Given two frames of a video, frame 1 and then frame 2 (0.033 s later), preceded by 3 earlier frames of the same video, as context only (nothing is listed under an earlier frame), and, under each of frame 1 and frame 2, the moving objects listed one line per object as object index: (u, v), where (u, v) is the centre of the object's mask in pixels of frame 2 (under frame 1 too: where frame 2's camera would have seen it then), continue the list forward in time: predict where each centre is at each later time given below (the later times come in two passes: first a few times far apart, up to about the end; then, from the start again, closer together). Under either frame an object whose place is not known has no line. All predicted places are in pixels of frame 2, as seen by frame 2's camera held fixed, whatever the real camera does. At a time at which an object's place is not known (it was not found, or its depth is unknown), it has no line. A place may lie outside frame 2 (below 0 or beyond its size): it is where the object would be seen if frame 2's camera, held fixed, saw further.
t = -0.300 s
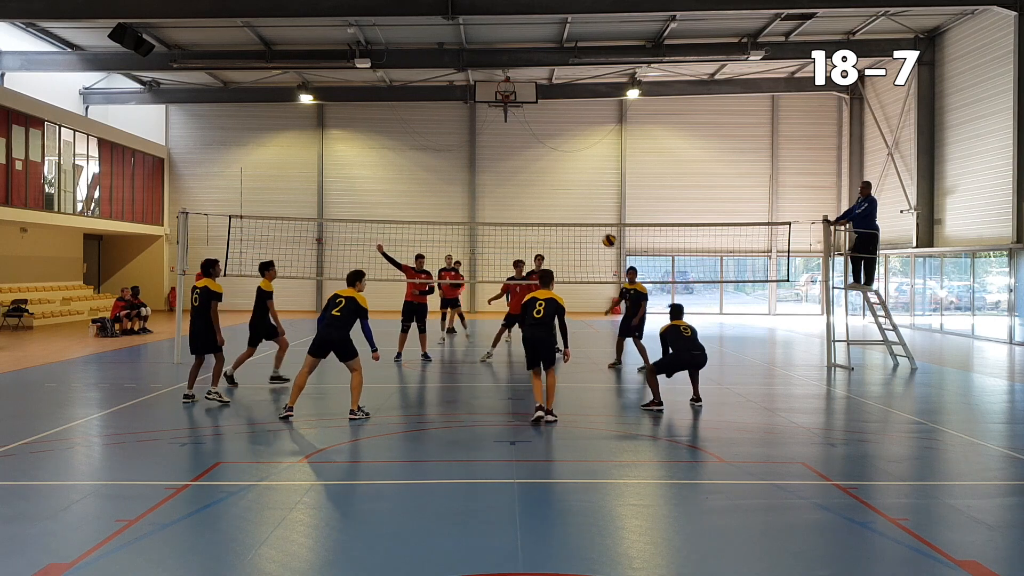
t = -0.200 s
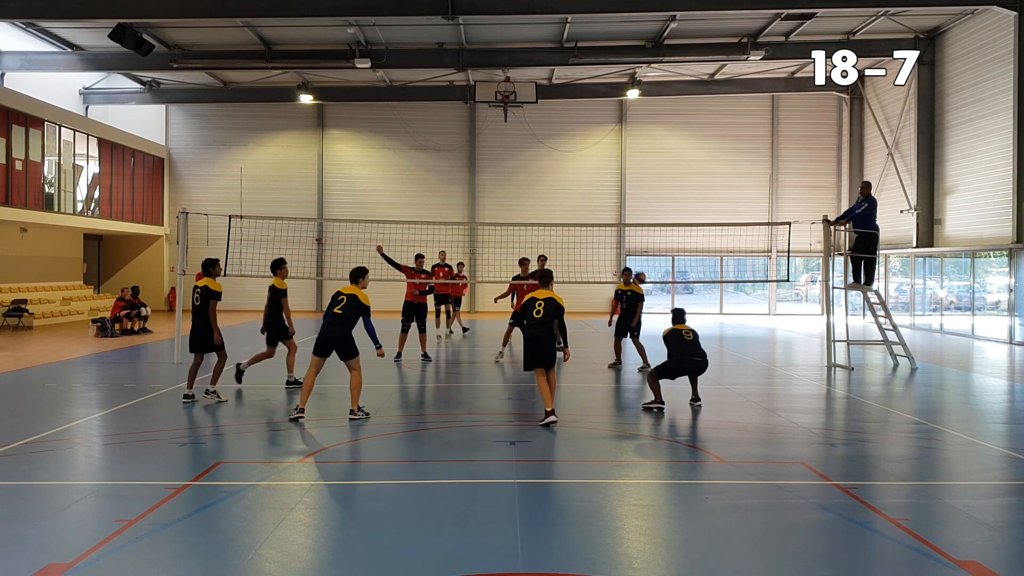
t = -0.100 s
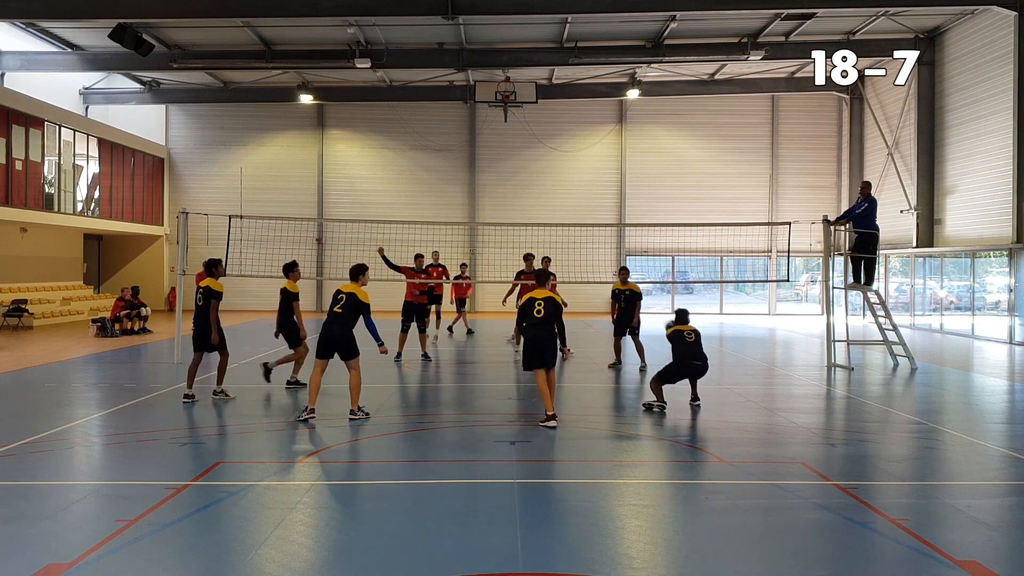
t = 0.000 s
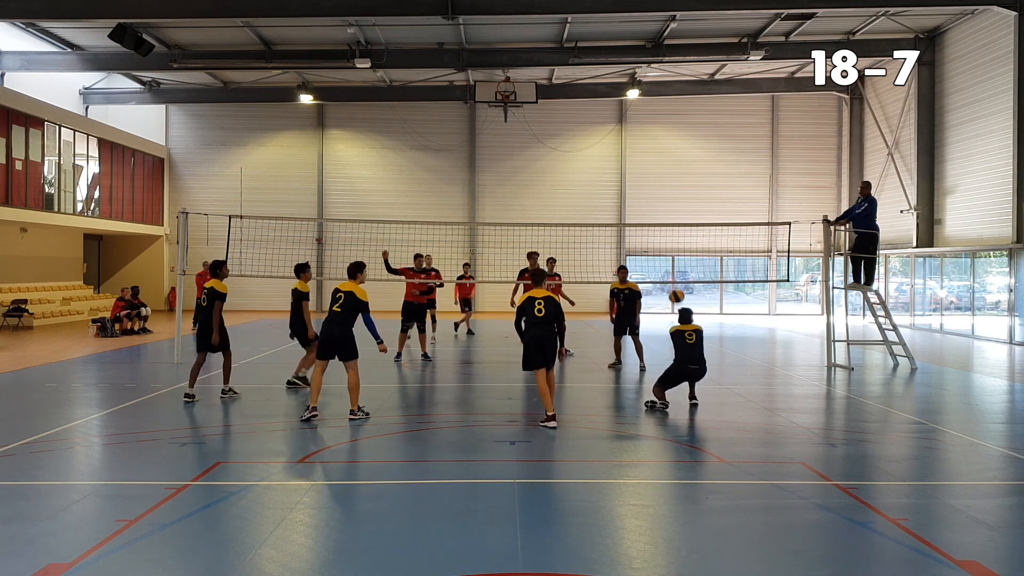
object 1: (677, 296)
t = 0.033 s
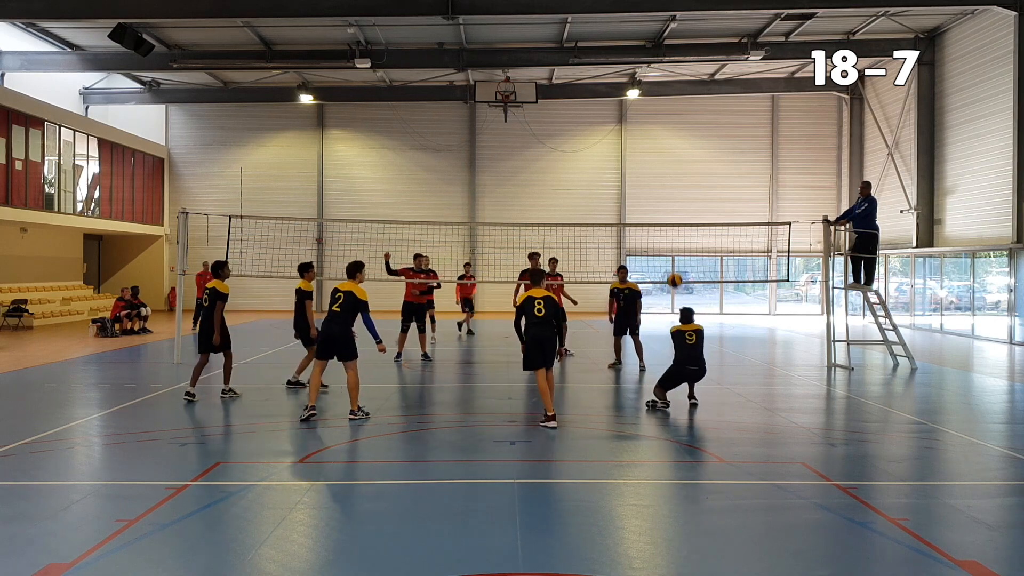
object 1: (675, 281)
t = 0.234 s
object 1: (665, 205)
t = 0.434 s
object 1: (657, 164)
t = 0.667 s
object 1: (648, 153)
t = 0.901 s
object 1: (639, 175)
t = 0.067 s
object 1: (673, 265)
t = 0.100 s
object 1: (671, 251)
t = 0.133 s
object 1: (669, 238)
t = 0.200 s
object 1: (666, 215)
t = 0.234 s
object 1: (665, 205)
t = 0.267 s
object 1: (663, 196)
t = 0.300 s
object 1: (662, 188)
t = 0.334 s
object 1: (661, 180)
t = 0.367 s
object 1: (659, 174)
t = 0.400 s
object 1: (658, 169)
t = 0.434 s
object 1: (657, 164)
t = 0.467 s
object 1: (655, 160)
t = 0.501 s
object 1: (654, 157)
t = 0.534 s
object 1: (653, 155)
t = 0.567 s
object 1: (651, 153)
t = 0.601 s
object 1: (650, 152)
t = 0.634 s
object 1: (649, 152)
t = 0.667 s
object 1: (648, 153)
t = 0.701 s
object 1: (646, 154)
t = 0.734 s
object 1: (645, 156)
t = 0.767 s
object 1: (644, 158)
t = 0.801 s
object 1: (643, 162)
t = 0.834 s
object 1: (642, 166)
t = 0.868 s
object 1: (640, 170)
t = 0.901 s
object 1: (639, 175)
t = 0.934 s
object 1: (638, 181)
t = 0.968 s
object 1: (637, 187)
